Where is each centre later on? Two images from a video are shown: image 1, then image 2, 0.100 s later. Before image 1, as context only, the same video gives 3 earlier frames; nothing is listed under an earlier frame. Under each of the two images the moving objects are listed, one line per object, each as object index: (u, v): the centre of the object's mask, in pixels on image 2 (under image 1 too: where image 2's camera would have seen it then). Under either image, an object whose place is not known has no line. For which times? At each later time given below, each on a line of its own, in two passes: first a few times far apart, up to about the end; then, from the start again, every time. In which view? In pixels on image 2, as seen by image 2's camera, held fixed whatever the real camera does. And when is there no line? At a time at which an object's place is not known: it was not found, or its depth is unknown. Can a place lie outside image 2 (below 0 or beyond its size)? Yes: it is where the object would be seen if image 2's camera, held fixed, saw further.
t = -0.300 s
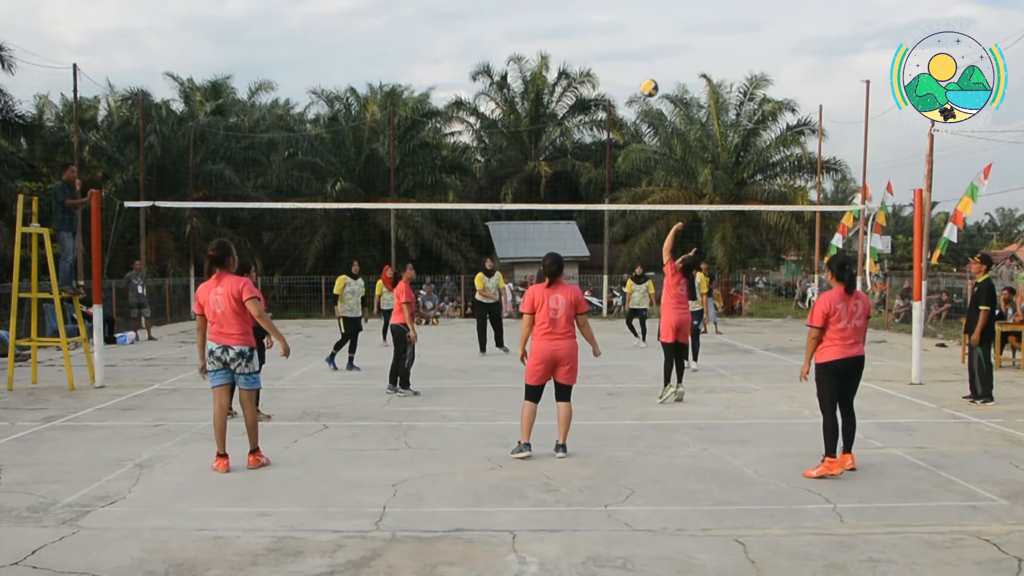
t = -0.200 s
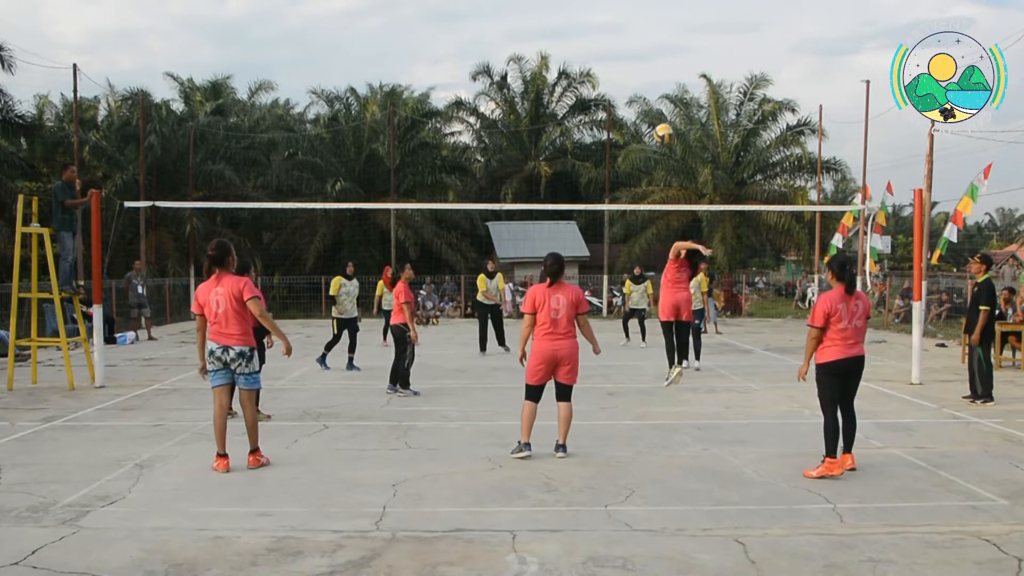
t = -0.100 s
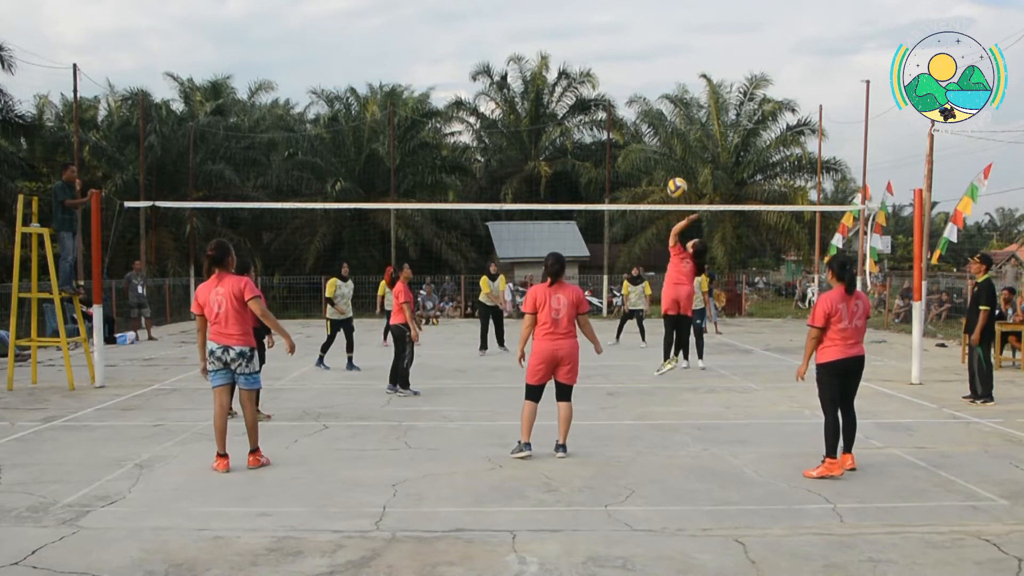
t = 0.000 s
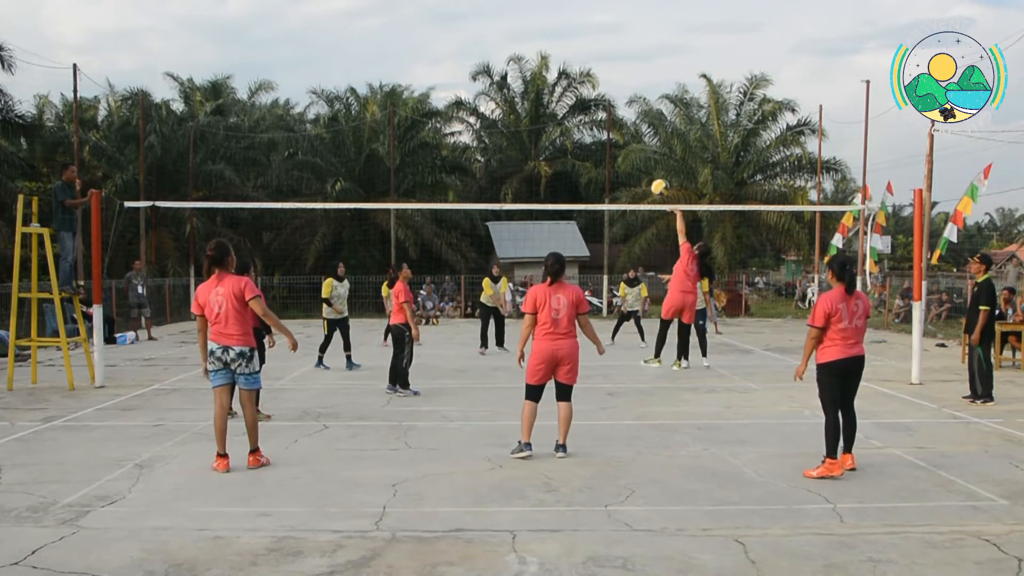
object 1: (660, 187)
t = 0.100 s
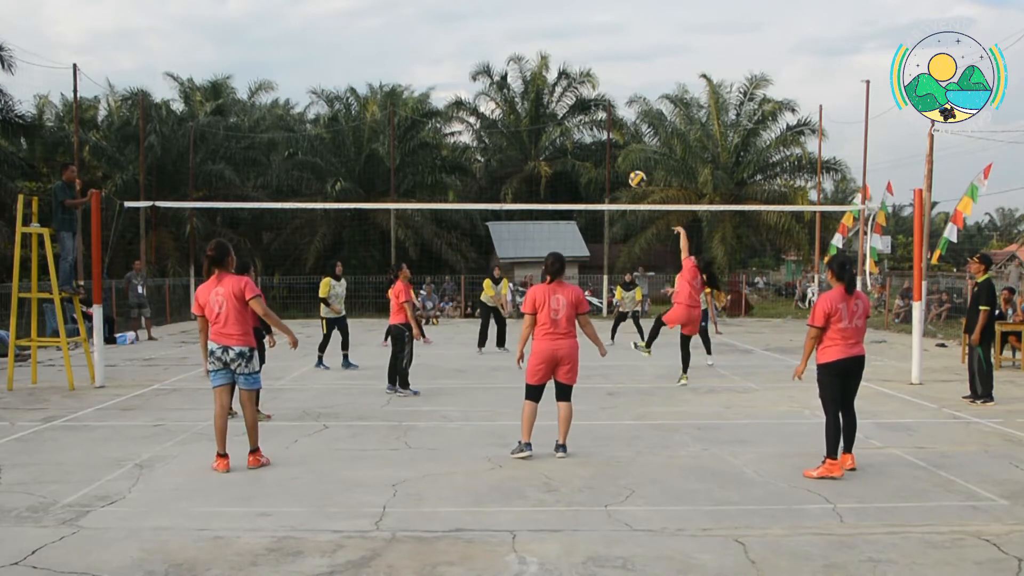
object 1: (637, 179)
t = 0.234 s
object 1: (612, 182)
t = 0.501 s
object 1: (577, 220)
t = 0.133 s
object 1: (630, 179)
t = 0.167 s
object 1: (624, 179)
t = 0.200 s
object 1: (618, 180)
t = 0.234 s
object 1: (612, 182)
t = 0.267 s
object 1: (607, 185)
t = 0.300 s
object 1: (602, 189)
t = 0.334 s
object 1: (597, 192)
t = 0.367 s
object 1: (593, 197)
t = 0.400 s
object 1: (588, 200)
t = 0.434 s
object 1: (584, 208)
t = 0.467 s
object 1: (580, 215)
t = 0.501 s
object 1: (577, 220)
